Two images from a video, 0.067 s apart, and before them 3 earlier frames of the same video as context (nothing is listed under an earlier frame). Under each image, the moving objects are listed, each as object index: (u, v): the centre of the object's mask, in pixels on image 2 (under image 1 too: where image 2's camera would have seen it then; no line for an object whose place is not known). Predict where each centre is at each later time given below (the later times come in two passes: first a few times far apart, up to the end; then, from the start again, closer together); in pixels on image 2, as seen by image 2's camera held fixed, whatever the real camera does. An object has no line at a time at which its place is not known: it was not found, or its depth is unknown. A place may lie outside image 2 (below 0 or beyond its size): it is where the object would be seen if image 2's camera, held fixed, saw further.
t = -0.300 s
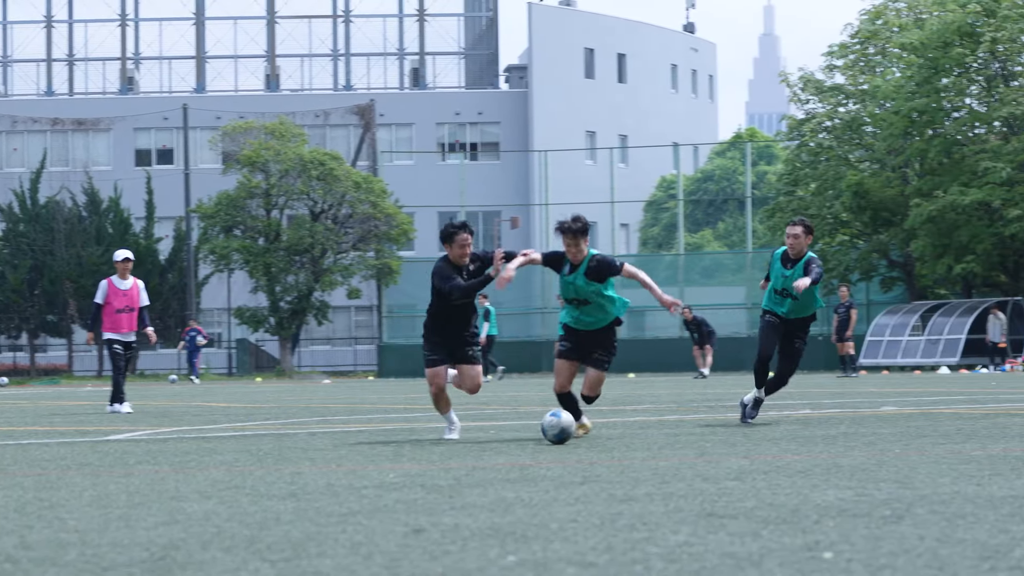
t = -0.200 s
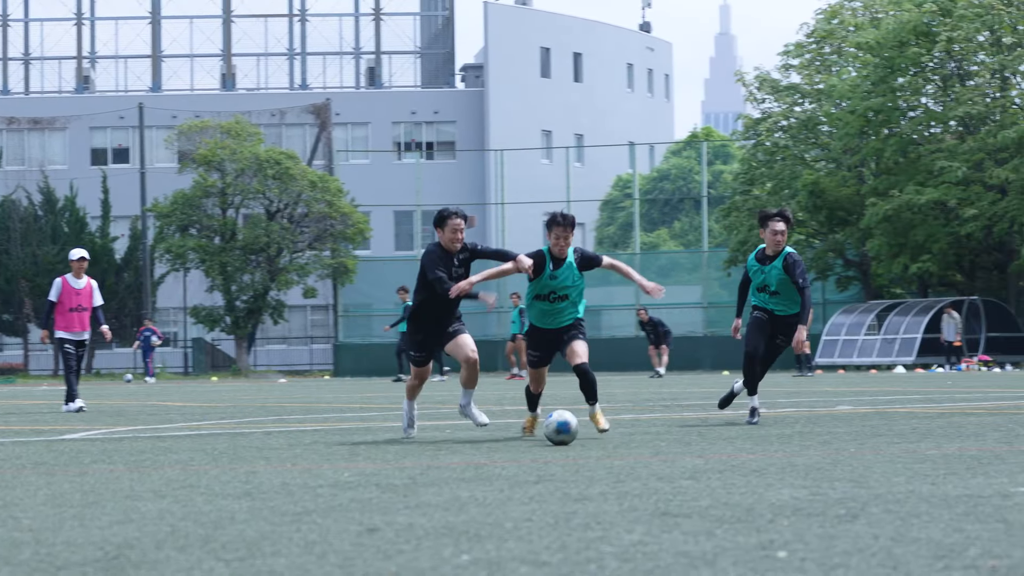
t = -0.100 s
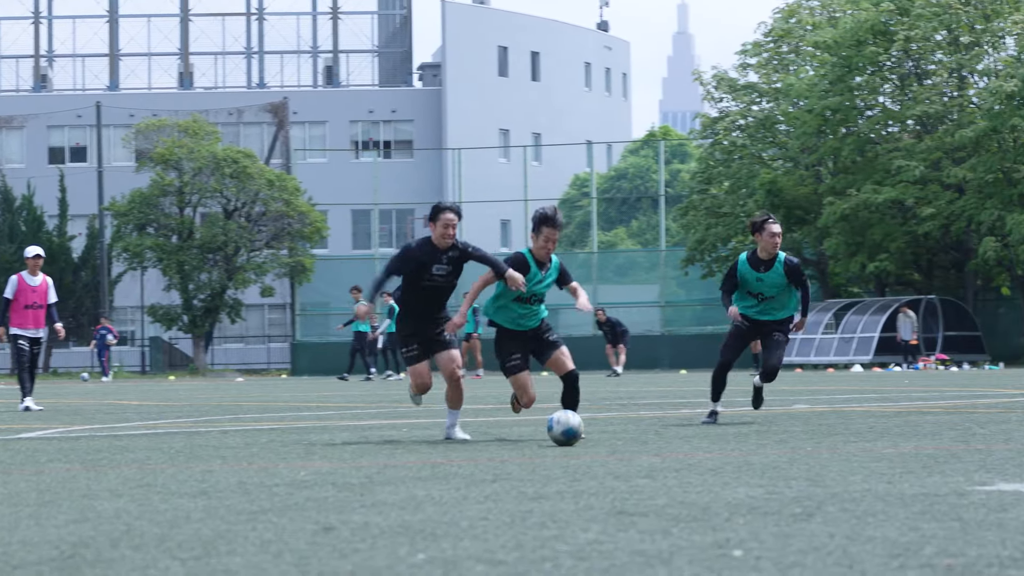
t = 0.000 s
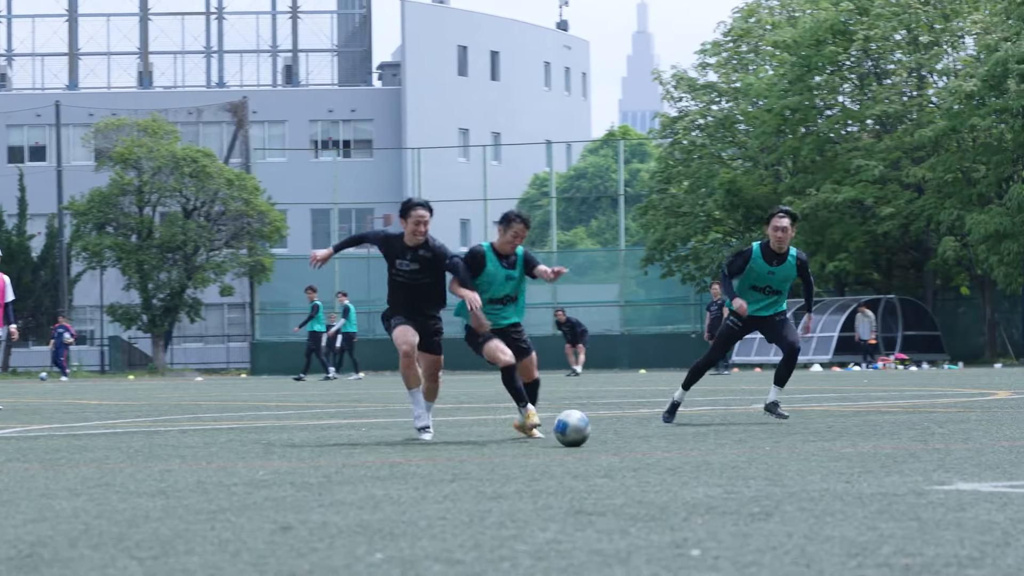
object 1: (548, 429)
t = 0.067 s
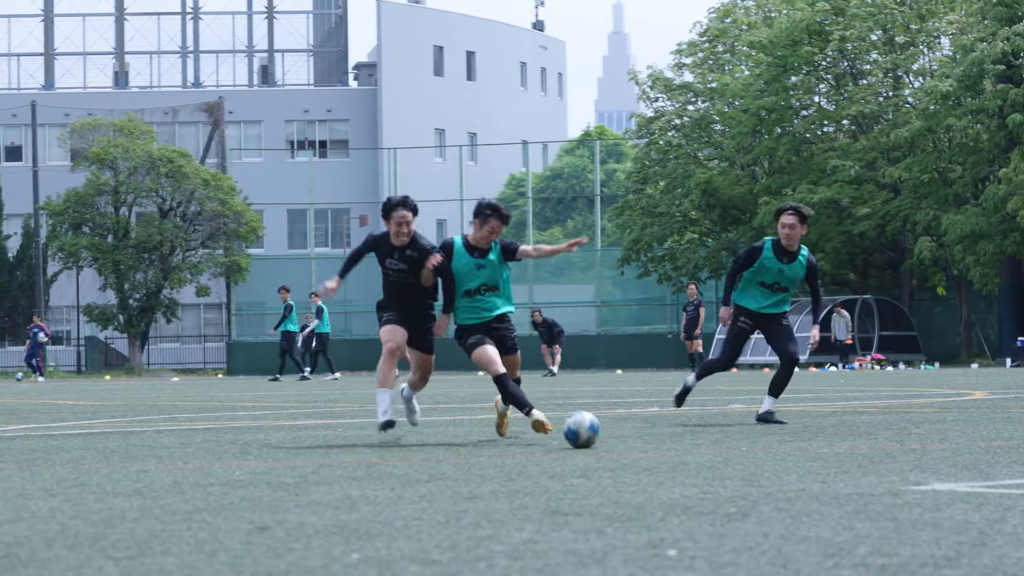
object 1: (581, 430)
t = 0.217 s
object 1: (655, 431)
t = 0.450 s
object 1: (776, 434)
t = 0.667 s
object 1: (894, 436)
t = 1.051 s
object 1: (1124, 439)
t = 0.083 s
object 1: (589, 430)
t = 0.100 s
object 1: (598, 429)
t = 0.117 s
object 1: (606, 429)
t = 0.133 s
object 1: (614, 429)
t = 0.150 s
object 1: (622, 430)
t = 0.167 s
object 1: (631, 431)
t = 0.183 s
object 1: (639, 431)
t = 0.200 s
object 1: (647, 430)
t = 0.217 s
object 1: (655, 431)
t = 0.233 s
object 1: (664, 431)
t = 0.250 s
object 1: (672, 431)
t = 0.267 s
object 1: (680, 431)
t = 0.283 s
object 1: (689, 431)
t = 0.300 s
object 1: (697, 432)
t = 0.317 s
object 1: (706, 432)
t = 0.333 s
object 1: (715, 432)
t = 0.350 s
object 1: (724, 432)
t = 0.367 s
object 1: (732, 432)
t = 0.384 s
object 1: (741, 432)
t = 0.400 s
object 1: (750, 433)
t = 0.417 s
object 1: (759, 433)
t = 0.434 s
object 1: (768, 433)
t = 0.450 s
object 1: (776, 434)
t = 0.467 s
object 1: (785, 434)
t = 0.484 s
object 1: (794, 435)
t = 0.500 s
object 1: (803, 435)
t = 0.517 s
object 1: (812, 435)
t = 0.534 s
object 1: (821, 435)
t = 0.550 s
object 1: (830, 435)
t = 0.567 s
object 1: (839, 435)
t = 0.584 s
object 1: (848, 436)
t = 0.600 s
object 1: (858, 435)
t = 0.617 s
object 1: (867, 435)
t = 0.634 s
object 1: (876, 436)
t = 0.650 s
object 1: (885, 436)
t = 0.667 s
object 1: (894, 436)
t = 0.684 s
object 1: (904, 436)
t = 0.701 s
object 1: (914, 436)
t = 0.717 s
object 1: (923, 436)
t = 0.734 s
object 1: (932, 437)
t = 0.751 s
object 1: (942, 437)
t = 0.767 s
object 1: (951, 436)
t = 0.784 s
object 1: (961, 435)
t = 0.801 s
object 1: (971, 434)
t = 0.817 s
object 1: (981, 434)
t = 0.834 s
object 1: (991, 434)
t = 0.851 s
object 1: (1000, 435)
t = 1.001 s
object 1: (1093, 438)
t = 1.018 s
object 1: (1103, 439)
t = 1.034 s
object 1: (1114, 439)
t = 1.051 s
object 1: (1124, 439)
